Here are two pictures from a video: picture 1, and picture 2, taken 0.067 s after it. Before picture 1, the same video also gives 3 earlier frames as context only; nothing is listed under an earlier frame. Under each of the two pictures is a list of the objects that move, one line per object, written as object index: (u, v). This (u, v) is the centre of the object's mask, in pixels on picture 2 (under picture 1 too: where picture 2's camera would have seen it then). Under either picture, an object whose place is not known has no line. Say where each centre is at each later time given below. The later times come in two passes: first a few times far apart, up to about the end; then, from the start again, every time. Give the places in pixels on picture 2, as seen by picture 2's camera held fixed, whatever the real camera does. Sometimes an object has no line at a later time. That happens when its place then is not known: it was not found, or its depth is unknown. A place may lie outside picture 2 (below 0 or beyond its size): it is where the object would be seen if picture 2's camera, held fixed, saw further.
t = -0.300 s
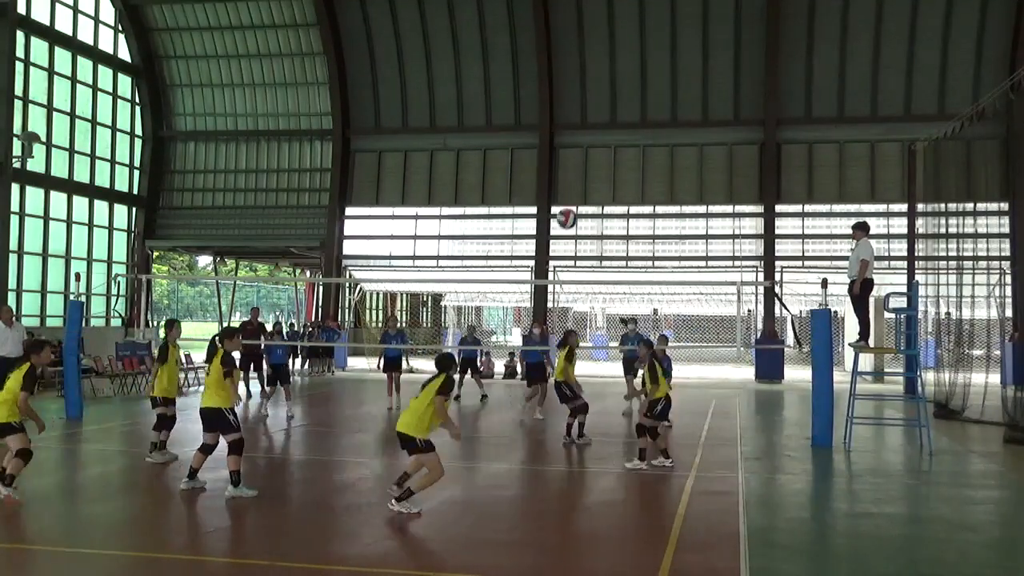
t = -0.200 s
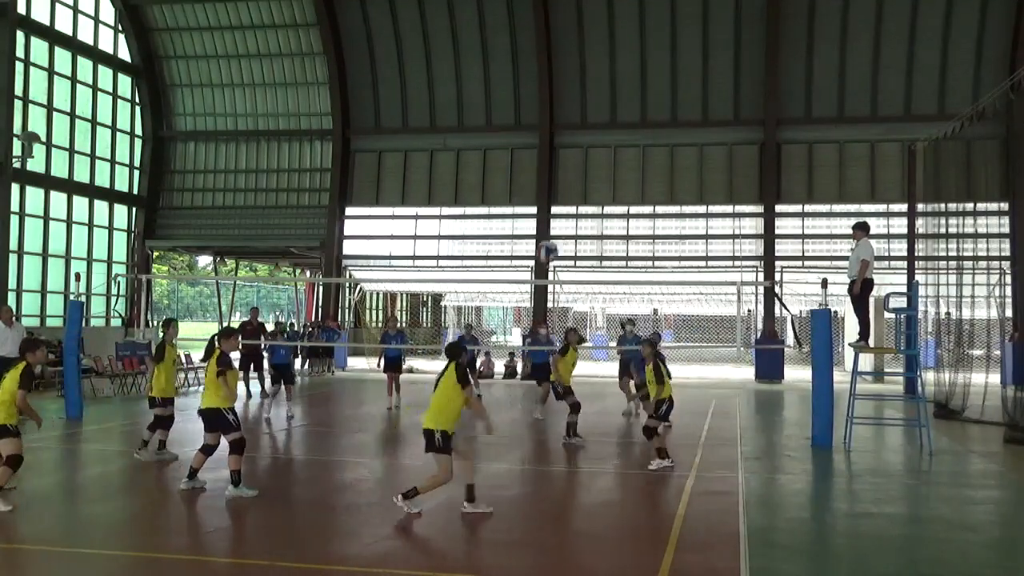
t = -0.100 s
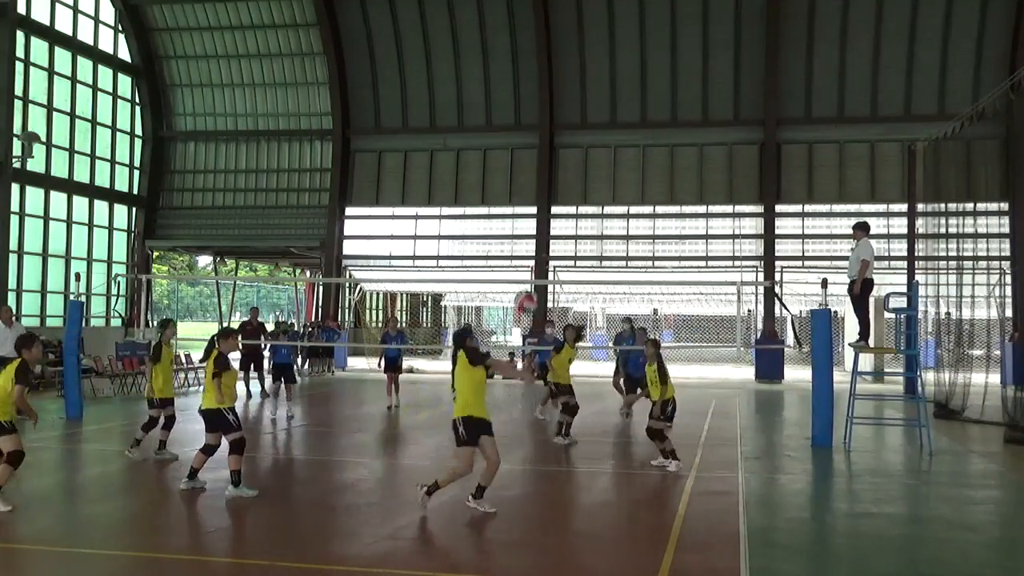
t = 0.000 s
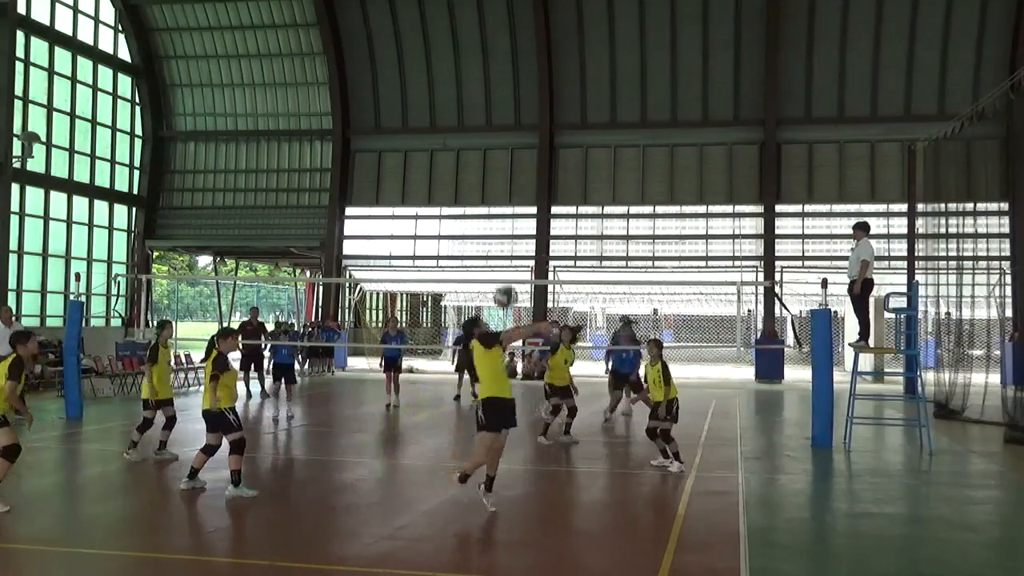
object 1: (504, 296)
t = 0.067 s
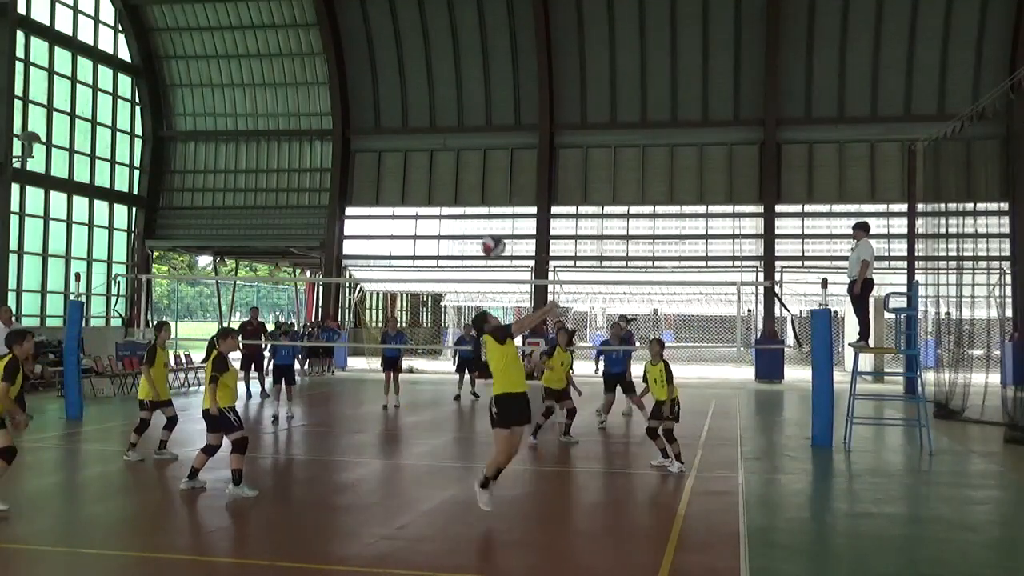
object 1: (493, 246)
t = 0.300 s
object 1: (450, 121)
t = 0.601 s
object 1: (400, 64)
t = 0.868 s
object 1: (360, 89)
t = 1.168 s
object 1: (324, 187)
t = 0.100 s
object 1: (486, 223)
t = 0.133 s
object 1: (479, 202)
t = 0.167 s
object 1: (474, 183)
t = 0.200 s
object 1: (467, 164)
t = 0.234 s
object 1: (461, 150)
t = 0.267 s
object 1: (455, 135)
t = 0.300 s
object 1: (450, 121)
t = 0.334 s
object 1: (443, 110)
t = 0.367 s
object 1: (439, 100)
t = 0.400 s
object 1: (433, 90)
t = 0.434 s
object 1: (426, 83)
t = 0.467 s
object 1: (423, 77)
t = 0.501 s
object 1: (414, 71)
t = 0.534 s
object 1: (412, 68)
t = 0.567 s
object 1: (407, 65)
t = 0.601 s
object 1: (400, 64)
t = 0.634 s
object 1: (397, 63)
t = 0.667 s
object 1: (391, 64)
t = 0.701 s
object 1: (385, 65)
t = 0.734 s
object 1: (381, 68)
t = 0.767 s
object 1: (374, 72)
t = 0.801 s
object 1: (372, 77)
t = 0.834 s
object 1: (367, 83)
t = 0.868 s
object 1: (360, 89)
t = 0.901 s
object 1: (357, 96)
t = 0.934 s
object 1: (350, 104)
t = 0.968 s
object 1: (347, 114)
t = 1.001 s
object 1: (342, 124)
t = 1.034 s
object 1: (337, 135)
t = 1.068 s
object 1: (335, 146)
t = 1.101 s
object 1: (330, 159)
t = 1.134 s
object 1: (325, 173)
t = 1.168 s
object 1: (324, 187)
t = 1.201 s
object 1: (317, 202)
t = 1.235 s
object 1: (315, 217)
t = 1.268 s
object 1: (311, 235)
